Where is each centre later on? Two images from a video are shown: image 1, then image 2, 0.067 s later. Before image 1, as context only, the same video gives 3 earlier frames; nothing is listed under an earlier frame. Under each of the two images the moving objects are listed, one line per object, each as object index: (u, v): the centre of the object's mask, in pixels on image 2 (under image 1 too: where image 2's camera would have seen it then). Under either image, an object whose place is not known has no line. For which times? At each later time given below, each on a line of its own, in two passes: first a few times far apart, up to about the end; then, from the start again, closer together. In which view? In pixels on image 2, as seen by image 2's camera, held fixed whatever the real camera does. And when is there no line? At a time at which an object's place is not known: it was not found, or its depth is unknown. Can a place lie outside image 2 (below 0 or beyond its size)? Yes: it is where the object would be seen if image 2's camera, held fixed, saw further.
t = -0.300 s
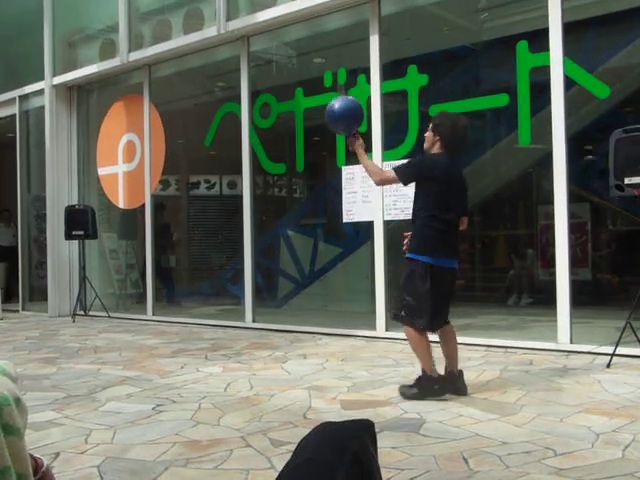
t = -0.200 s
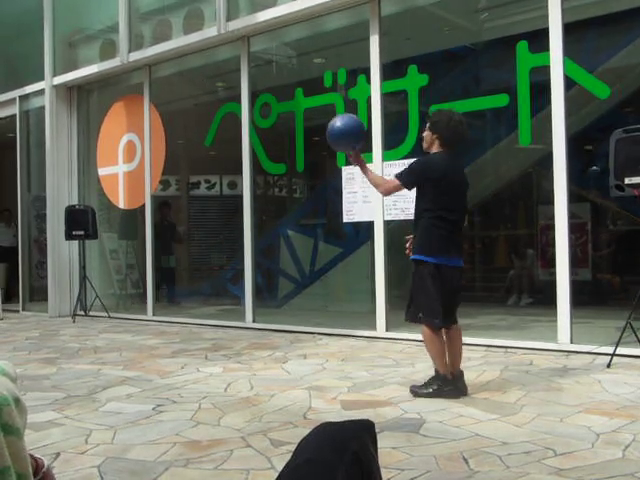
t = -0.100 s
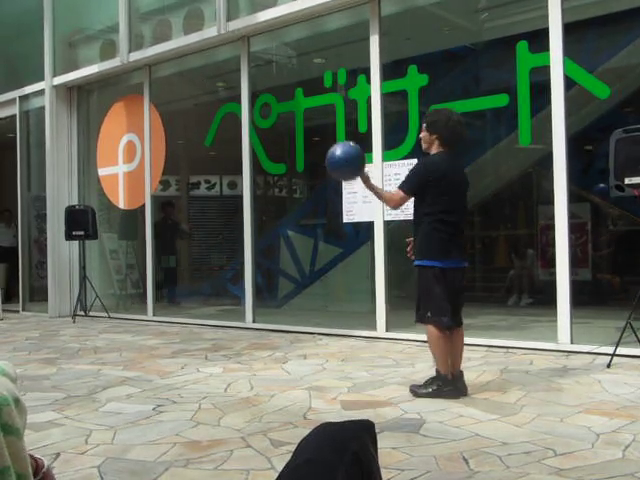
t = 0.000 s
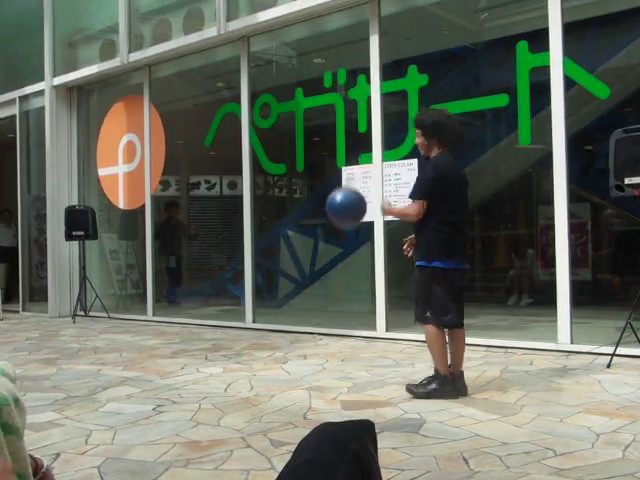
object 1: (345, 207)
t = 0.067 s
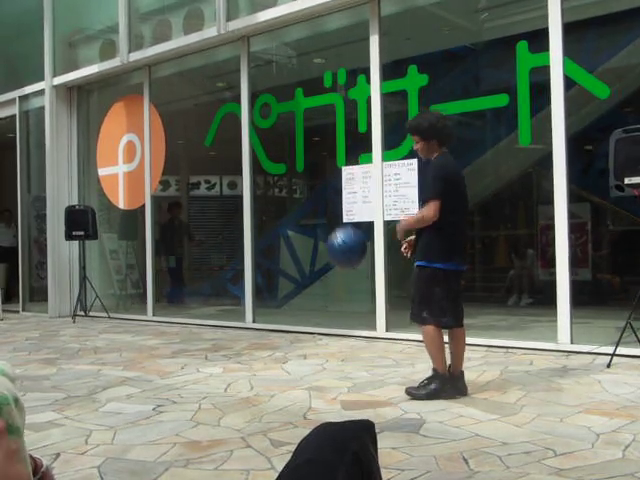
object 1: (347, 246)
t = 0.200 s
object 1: (348, 358)
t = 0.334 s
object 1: (347, 338)
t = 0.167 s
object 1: (348, 327)
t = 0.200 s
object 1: (348, 358)
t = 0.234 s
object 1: (349, 391)
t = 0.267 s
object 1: (348, 373)
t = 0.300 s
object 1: (347, 355)
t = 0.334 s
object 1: (347, 338)
